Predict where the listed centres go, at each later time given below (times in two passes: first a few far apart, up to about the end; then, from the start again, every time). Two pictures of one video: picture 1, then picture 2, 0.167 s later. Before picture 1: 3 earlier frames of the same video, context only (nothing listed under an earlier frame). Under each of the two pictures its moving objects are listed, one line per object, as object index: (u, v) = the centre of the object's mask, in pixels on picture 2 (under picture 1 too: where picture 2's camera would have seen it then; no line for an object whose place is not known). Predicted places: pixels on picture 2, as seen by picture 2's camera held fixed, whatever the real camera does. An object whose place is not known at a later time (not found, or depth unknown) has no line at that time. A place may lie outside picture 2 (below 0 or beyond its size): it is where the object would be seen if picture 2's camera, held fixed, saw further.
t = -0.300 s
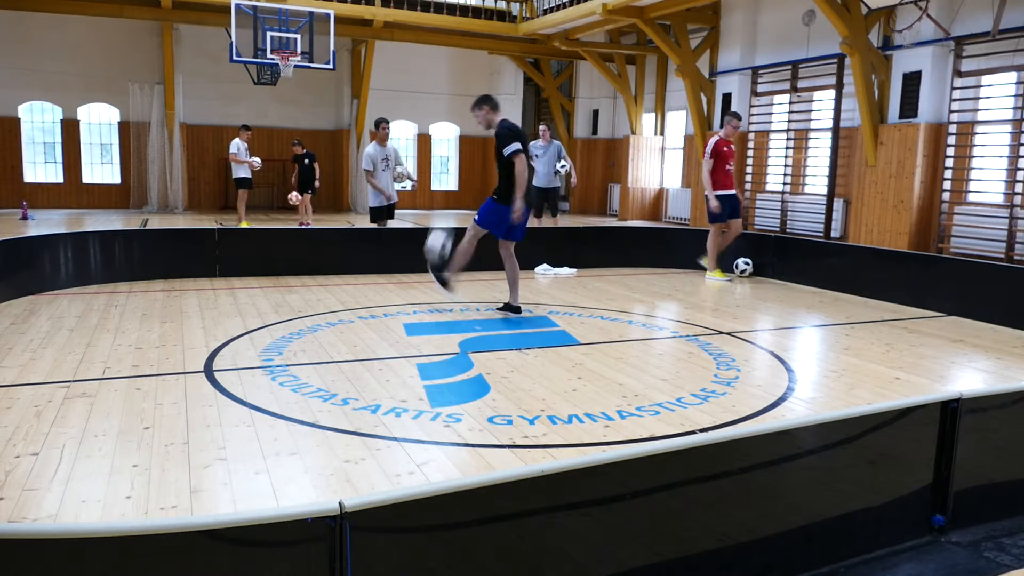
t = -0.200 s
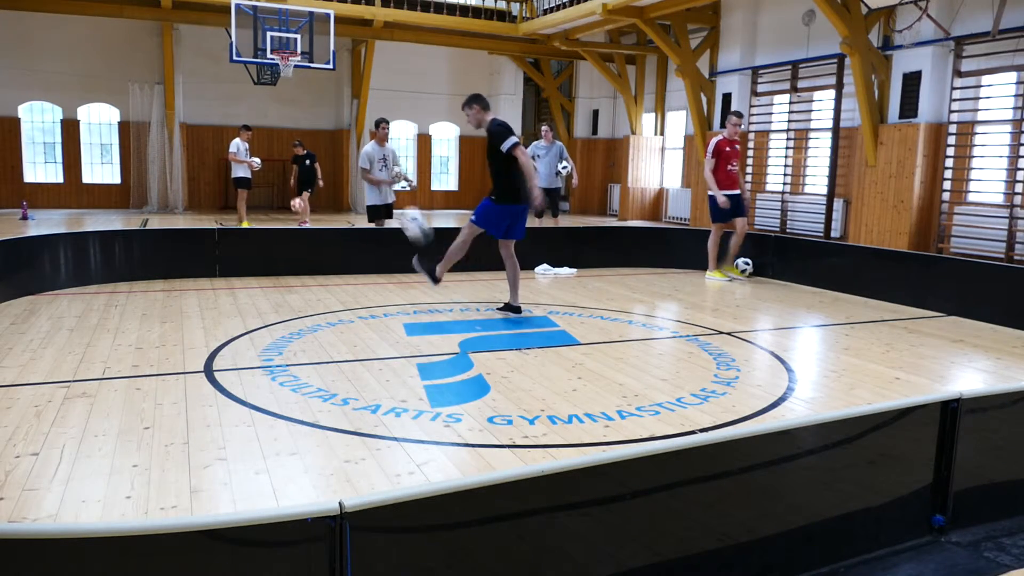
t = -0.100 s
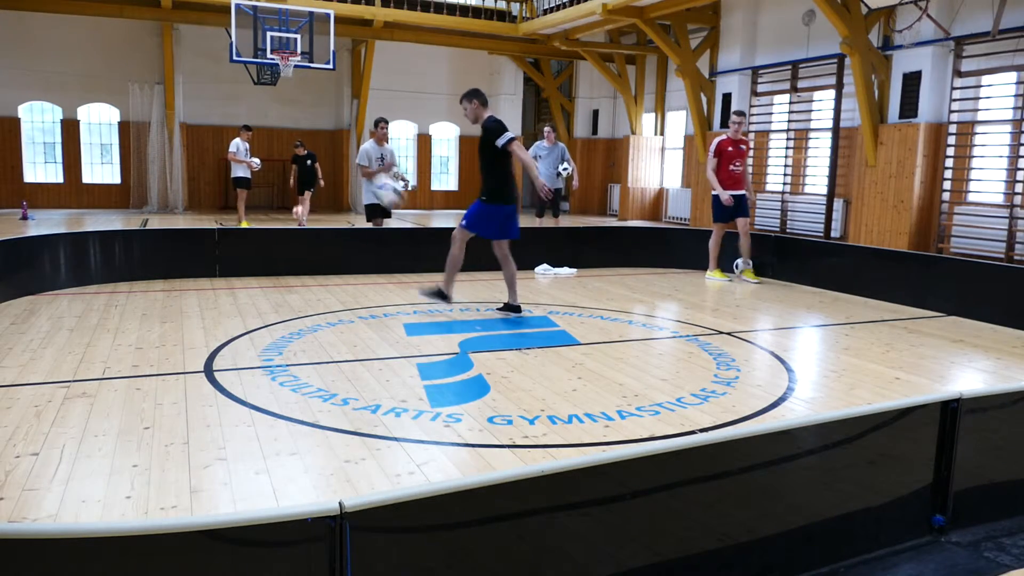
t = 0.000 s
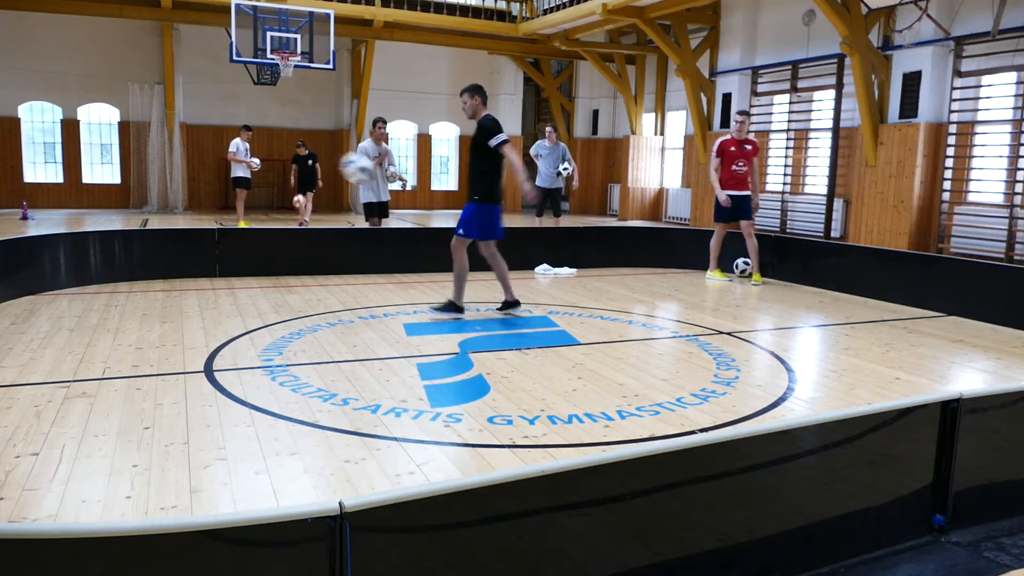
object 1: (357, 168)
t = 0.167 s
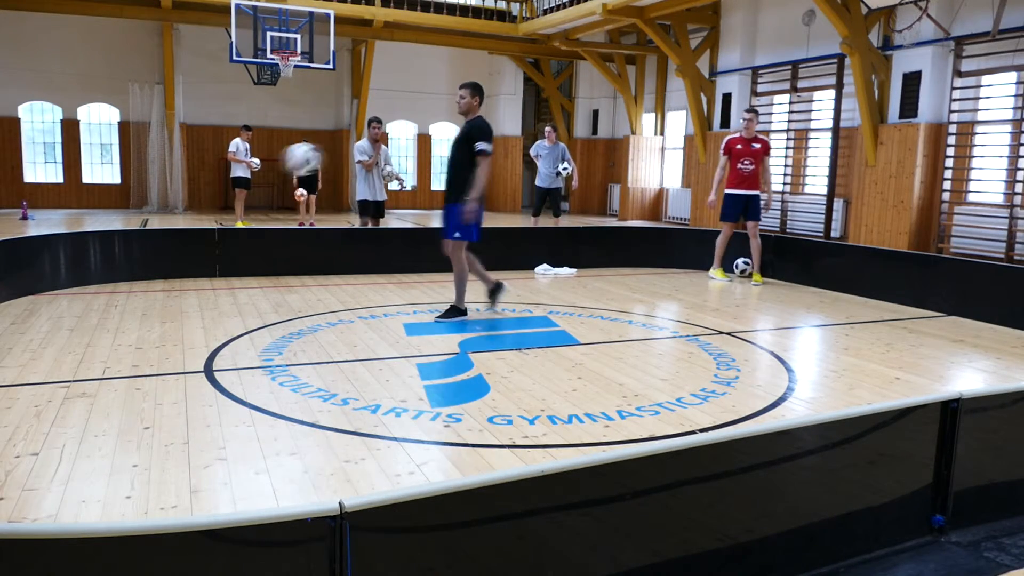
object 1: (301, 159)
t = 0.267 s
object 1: (268, 173)
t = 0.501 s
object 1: (177, 266)
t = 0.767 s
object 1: (66, 275)
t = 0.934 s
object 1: (14, 254)
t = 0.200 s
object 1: (291, 161)
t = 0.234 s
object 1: (278, 167)
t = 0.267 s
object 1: (268, 173)
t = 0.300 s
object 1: (255, 180)
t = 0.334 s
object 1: (240, 193)
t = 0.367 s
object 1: (228, 203)
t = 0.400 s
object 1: (214, 216)
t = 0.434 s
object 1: (199, 236)
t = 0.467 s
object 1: (186, 254)
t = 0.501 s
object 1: (177, 266)
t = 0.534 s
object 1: (162, 293)
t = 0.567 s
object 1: (148, 317)
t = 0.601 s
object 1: (132, 340)
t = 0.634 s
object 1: (121, 327)
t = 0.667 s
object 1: (107, 312)
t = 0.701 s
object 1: (96, 298)
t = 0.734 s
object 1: (81, 284)
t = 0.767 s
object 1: (66, 275)
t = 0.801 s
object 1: (57, 269)
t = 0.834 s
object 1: (43, 263)
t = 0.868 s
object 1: (31, 259)
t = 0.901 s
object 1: (22, 256)
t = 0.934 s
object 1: (14, 254)
